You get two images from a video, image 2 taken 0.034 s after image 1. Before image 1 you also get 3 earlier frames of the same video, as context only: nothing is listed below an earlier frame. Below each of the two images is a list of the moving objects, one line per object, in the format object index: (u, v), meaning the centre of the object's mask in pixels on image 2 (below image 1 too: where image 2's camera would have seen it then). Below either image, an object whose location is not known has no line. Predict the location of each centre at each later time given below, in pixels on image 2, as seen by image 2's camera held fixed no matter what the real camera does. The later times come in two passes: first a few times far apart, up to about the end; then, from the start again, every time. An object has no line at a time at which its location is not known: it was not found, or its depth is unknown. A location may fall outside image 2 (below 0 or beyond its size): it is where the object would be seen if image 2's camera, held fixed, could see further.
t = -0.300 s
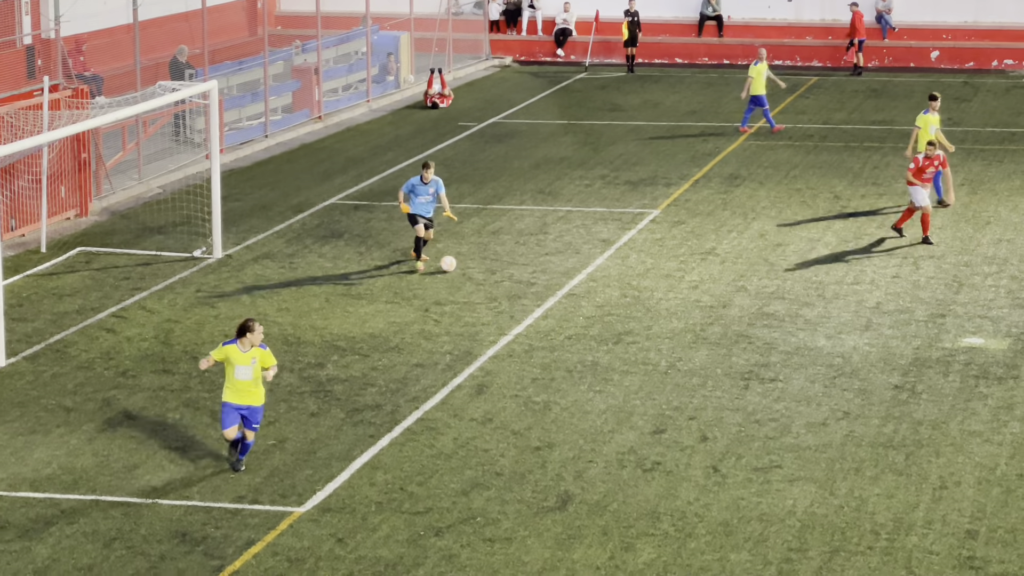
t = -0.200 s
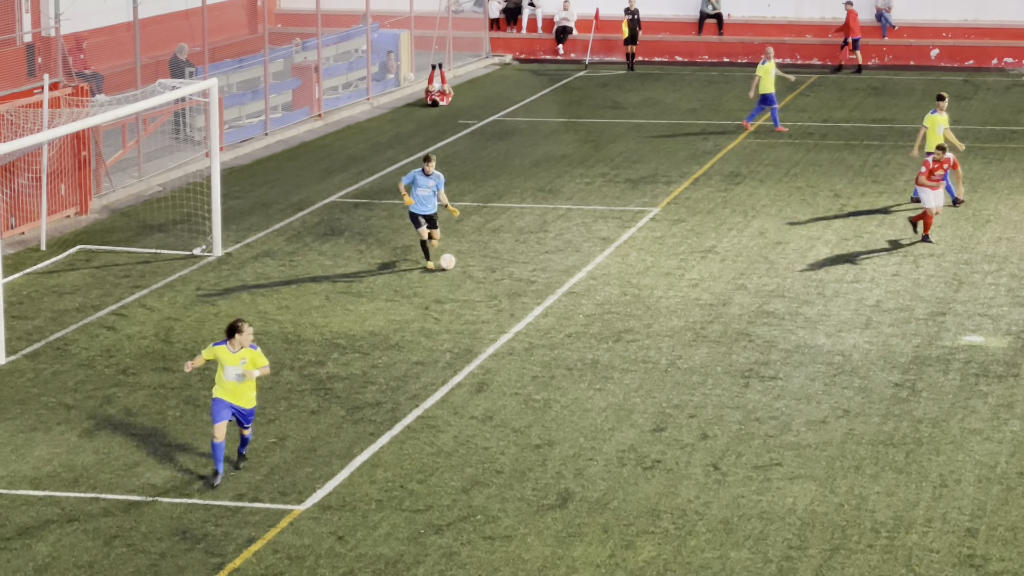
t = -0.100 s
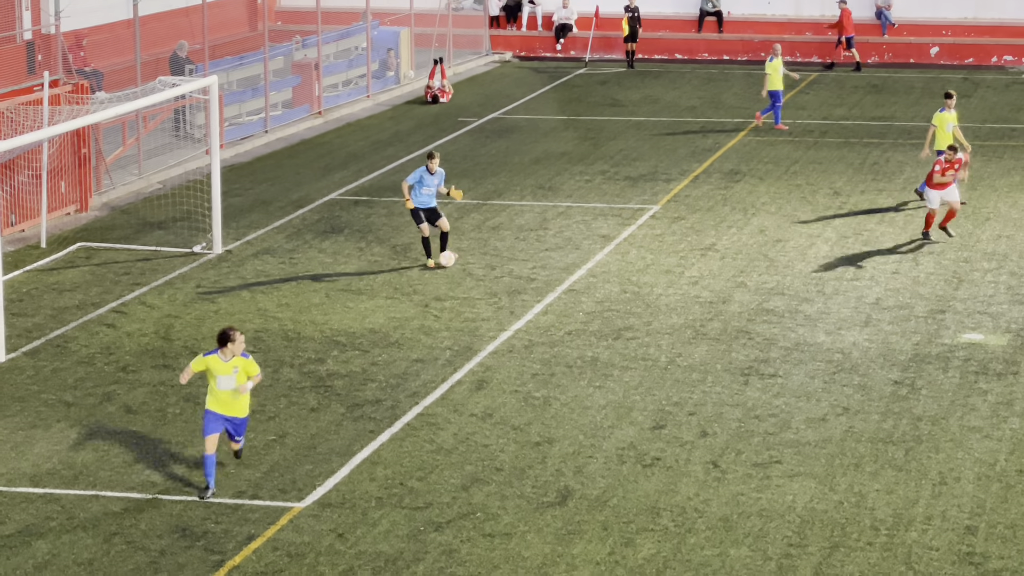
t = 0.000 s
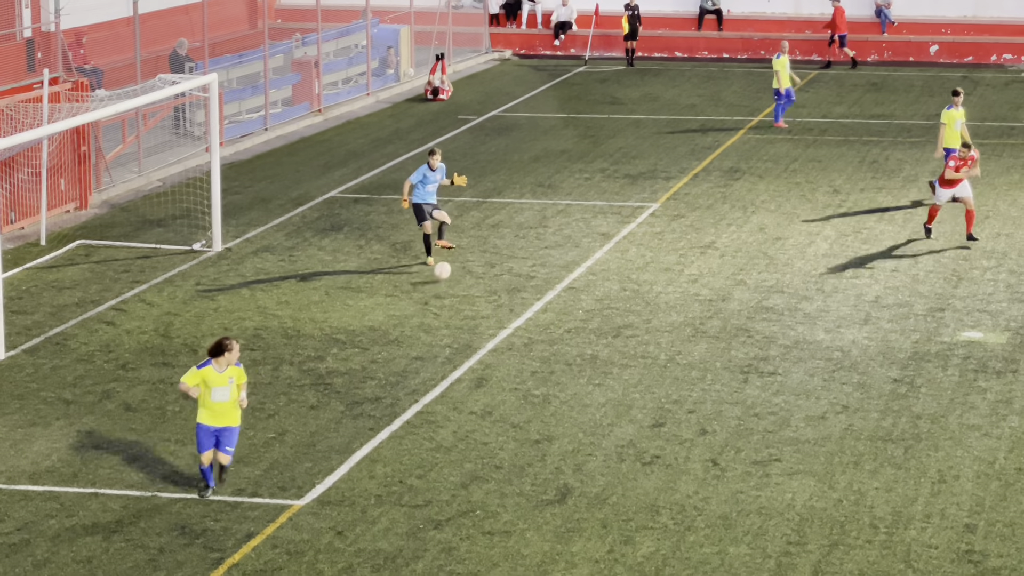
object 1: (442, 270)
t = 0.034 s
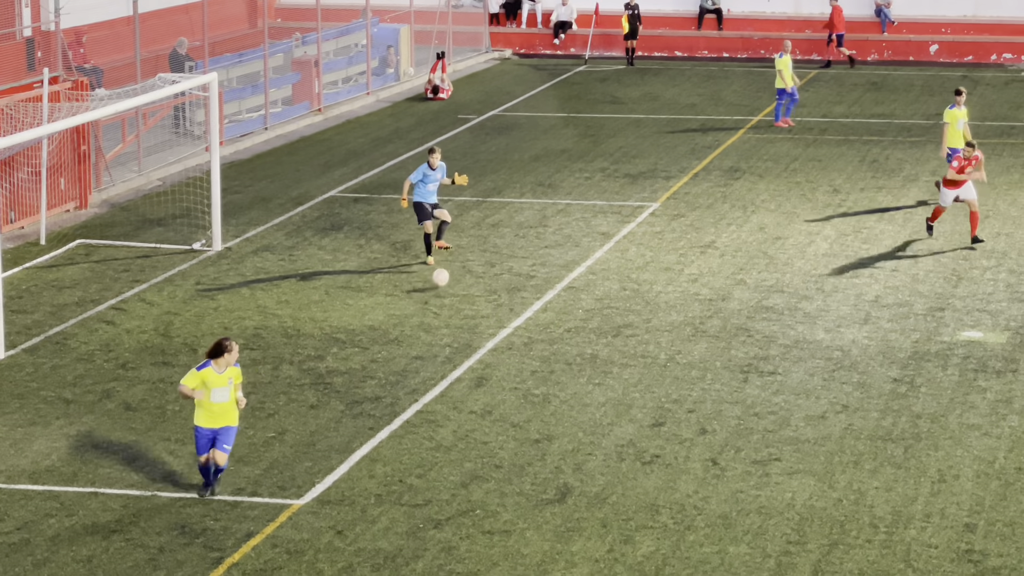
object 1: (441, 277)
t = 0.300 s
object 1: (425, 330)
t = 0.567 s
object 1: (403, 389)
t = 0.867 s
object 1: (380, 452)
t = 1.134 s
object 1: (355, 509)
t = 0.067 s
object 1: (440, 281)
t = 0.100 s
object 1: (438, 289)
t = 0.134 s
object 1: (436, 295)
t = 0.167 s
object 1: (434, 301)
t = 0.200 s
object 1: (432, 308)
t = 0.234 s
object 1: (430, 316)
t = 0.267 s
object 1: (428, 324)
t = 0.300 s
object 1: (425, 330)
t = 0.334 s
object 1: (422, 336)
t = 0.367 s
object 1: (420, 343)
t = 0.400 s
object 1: (417, 353)
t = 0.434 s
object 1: (414, 362)
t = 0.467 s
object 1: (412, 366)
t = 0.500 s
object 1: (409, 372)
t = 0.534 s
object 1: (406, 380)
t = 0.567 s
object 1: (403, 389)
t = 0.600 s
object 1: (401, 398)
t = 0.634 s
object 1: (398, 403)
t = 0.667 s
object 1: (395, 408)
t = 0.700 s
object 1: (392, 414)
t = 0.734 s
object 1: (391, 422)
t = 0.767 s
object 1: (388, 432)
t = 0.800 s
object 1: (385, 440)
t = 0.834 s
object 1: (383, 446)
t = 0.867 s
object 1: (380, 452)
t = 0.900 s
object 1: (377, 460)
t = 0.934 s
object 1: (374, 468)
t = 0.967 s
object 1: (371, 474)
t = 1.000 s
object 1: (368, 481)
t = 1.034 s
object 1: (365, 489)
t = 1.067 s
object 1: (362, 498)
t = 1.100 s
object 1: (359, 503)
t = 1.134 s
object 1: (355, 509)
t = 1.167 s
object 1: (352, 517)
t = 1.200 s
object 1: (349, 526)
